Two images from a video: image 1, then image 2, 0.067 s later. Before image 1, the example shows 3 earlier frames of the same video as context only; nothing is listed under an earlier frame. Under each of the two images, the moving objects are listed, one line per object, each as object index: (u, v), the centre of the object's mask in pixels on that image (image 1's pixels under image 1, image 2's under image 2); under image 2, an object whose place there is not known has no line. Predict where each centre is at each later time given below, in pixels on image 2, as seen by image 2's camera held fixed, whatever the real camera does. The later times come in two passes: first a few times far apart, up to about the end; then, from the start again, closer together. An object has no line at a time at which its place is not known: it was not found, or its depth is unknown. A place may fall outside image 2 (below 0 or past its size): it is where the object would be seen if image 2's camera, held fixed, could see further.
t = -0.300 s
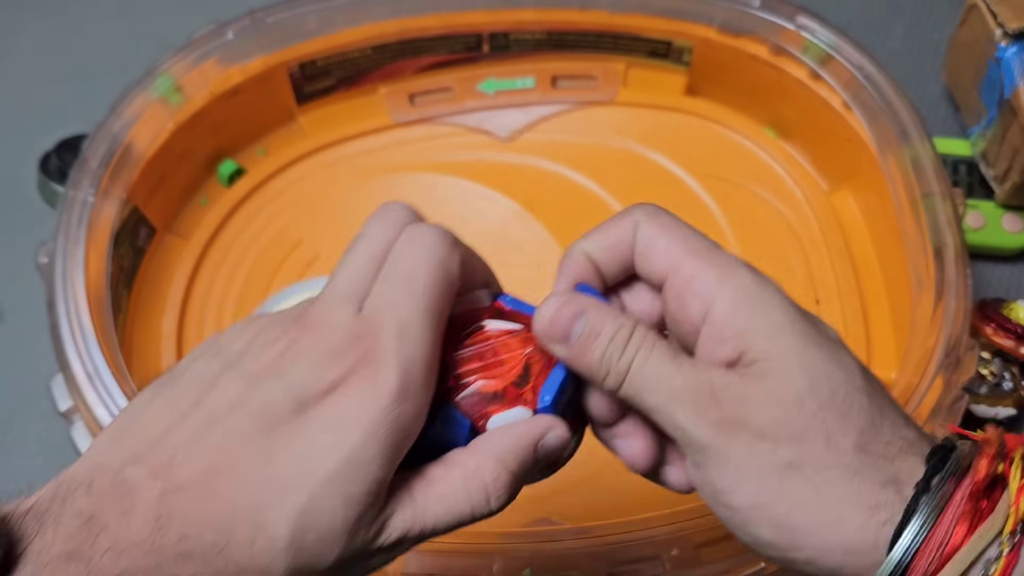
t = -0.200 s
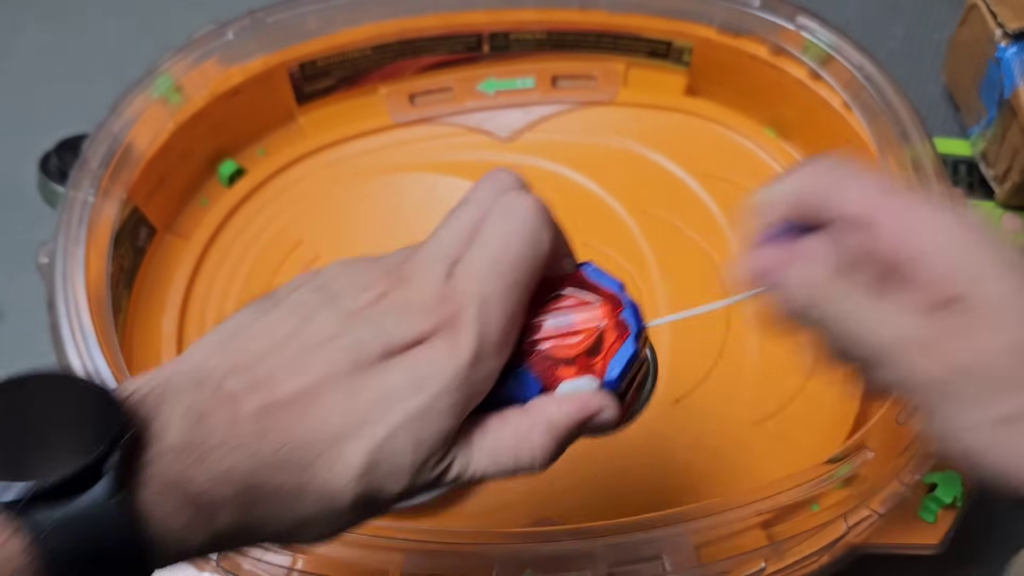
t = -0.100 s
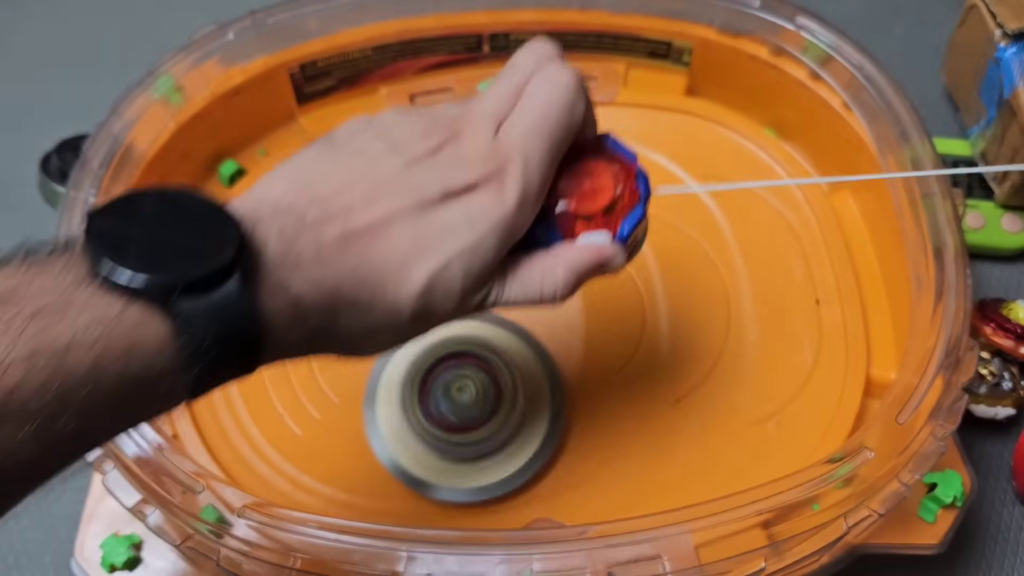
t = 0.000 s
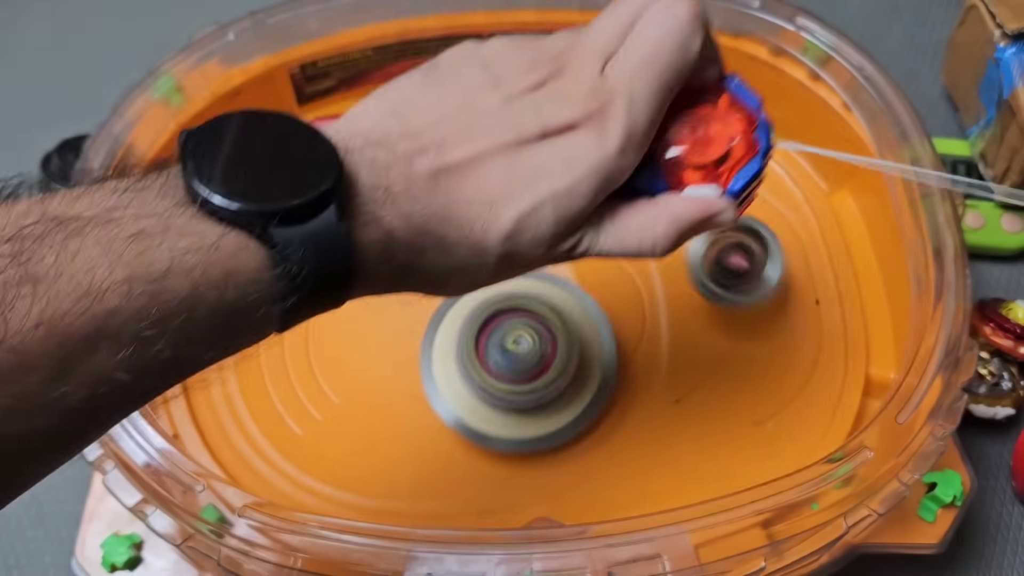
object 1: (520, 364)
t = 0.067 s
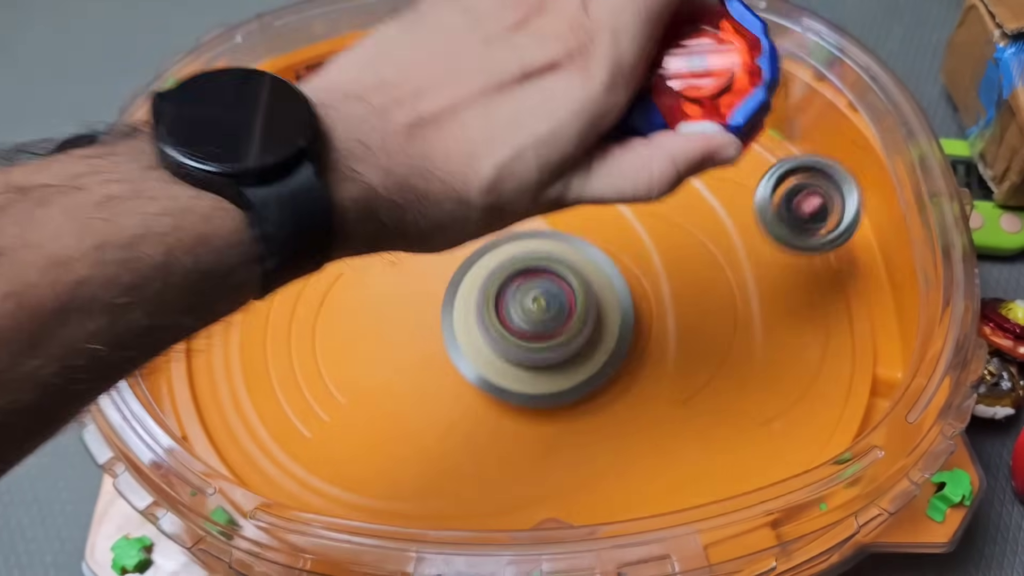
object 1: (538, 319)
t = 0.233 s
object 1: (498, 237)
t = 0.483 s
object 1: (357, 254)
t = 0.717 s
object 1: (346, 392)
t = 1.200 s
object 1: (536, 342)
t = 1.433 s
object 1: (422, 260)
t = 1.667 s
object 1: (311, 341)
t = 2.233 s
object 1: (479, 380)
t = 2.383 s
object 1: (442, 304)
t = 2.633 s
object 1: (313, 292)
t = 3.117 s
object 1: (404, 405)
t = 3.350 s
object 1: (450, 306)
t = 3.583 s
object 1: (389, 225)
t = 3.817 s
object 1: (305, 274)
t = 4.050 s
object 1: (381, 344)
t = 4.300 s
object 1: (461, 281)
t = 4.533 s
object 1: (392, 228)
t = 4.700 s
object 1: (363, 287)
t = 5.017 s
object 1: (486, 334)
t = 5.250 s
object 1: (509, 252)
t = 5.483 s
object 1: (418, 248)
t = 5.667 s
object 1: (394, 327)
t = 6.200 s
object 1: (518, 303)
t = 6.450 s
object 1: (412, 297)
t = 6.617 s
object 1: (376, 359)
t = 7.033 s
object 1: (490, 389)
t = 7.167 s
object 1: (478, 334)
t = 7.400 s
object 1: (382, 308)
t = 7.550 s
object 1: (334, 349)
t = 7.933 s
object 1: (430, 390)
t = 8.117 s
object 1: (435, 321)
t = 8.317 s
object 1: (369, 277)
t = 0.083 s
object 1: (538, 309)
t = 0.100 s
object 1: (539, 300)
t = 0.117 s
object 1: (537, 290)
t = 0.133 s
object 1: (533, 281)
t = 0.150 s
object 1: (530, 271)
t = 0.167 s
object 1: (526, 263)
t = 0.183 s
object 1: (520, 256)
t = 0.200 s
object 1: (514, 249)
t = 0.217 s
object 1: (506, 242)
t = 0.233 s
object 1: (498, 237)
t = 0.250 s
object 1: (489, 231)
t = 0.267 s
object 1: (479, 226)
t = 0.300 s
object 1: (460, 219)
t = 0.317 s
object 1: (451, 217)
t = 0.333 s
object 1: (442, 218)
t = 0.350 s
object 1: (431, 218)
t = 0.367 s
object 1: (420, 219)
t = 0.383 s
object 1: (410, 222)
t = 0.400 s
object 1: (401, 225)
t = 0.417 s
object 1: (391, 229)
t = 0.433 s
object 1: (382, 235)
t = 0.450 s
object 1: (373, 241)
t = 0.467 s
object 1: (364, 248)
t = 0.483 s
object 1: (357, 254)
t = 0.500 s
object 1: (349, 262)
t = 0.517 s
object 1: (344, 271)
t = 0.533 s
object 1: (340, 281)
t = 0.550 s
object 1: (334, 291)
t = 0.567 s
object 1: (330, 301)
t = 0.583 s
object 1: (326, 313)
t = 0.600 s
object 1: (324, 323)
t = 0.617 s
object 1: (323, 333)
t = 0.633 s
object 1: (325, 343)
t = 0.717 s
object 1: (346, 392)
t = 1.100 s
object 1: (531, 400)
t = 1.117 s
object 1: (534, 392)
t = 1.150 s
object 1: (537, 373)
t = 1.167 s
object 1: (538, 363)
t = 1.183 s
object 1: (537, 352)
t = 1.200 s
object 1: (536, 342)
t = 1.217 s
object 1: (534, 332)
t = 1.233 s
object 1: (530, 322)
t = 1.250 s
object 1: (526, 313)
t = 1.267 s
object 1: (520, 303)
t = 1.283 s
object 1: (512, 295)
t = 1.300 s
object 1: (505, 288)
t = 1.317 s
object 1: (496, 281)
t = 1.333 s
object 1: (488, 276)
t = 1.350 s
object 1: (477, 271)
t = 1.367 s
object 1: (466, 267)
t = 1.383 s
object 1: (456, 264)
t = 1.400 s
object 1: (444, 262)
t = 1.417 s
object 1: (433, 261)
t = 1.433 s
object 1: (422, 260)
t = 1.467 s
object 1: (400, 264)
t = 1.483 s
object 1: (389, 266)
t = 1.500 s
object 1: (378, 270)
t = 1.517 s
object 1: (368, 275)
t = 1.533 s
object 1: (358, 280)
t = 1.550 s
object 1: (349, 287)
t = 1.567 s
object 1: (341, 293)
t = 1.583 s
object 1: (332, 300)
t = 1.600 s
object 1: (326, 308)
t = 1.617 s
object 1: (321, 316)
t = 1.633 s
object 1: (317, 324)
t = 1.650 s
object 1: (314, 332)
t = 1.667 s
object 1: (311, 341)
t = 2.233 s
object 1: (479, 380)
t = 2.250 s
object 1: (479, 370)
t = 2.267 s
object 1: (477, 361)
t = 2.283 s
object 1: (475, 352)
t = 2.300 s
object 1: (471, 342)
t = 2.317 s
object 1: (467, 334)
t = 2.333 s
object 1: (462, 326)
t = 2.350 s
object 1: (456, 318)
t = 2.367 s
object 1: (450, 311)
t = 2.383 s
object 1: (442, 304)
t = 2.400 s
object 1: (435, 298)
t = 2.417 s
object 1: (426, 292)
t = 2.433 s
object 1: (417, 288)
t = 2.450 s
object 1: (409, 284)
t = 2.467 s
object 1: (399, 280)
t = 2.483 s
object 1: (391, 279)
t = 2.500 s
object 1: (381, 277)
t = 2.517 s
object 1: (372, 277)
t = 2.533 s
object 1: (363, 278)
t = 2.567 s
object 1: (345, 280)
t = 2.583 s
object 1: (336, 282)
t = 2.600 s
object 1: (327, 286)
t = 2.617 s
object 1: (320, 288)
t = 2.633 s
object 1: (313, 292)
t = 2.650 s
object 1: (307, 297)
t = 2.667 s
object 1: (301, 303)
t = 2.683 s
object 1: (294, 309)
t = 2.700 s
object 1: (290, 314)
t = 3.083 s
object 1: (388, 414)
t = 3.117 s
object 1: (404, 405)
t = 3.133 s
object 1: (412, 399)
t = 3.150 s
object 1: (418, 393)
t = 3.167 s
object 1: (423, 387)
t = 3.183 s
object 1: (429, 379)
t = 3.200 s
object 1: (433, 372)
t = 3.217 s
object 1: (437, 364)
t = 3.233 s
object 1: (440, 356)
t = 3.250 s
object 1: (443, 348)
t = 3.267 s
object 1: (445, 340)
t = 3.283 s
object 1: (447, 333)
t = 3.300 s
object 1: (448, 325)
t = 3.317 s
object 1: (448, 318)
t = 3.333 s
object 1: (450, 312)
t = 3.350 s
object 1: (450, 306)
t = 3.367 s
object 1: (451, 300)
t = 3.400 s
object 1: (448, 286)
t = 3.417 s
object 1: (445, 278)
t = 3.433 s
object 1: (441, 272)
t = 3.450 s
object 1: (438, 265)
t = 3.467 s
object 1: (433, 258)
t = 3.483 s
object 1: (429, 252)
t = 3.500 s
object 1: (423, 246)
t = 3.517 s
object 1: (417, 240)
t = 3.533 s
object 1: (410, 234)
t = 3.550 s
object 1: (403, 231)
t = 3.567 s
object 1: (396, 227)
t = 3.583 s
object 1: (389, 225)
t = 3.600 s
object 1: (382, 223)
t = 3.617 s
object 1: (374, 222)
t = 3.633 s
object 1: (368, 222)
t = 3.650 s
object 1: (360, 223)
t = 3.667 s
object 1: (353, 225)
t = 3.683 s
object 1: (346, 226)
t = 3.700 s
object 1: (338, 230)
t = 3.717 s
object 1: (332, 234)
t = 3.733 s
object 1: (324, 238)
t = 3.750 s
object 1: (319, 244)
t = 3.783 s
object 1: (310, 257)
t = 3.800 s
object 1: (307, 264)
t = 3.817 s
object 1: (305, 274)
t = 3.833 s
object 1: (304, 281)
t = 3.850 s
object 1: (305, 289)
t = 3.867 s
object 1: (308, 297)
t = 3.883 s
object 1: (310, 305)
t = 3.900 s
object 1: (314, 313)
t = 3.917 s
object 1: (319, 318)
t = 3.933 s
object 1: (325, 323)
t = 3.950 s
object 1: (332, 329)
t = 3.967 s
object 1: (340, 334)
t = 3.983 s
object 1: (348, 338)
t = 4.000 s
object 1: (356, 341)
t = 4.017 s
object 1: (365, 343)
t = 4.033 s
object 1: (372, 344)
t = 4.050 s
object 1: (381, 344)
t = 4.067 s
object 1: (389, 343)
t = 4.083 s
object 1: (397, 342)
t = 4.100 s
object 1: (405, 340)
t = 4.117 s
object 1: (412, 338)
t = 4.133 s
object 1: (420, 335)
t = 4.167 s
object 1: (432, 327)
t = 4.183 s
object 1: (437, 322)
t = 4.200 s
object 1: (443, 318)
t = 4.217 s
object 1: (447, 312)
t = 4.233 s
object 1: (451, 306)
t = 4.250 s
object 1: (455, 300)
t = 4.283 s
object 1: (460, 288)
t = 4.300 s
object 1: (461, 281)
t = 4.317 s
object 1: (463, 274)
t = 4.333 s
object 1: (462, 267)
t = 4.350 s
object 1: (461, 260)
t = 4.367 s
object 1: (459, 253)
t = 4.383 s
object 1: (457, 247)
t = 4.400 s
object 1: (453, 240)
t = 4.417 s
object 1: (447, 237)
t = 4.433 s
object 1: (437, 232)
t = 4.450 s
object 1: (428, 229)
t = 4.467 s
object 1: (421, 226)
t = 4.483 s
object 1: (413, 225)
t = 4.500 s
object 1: (406, 225)
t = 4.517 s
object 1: (398, 225)
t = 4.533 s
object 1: (392, 228)
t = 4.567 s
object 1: (380, 235)
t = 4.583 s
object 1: (375, 239)
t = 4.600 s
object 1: (371, 245)
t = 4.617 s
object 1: (367, 251)
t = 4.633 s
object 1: (364, 258)
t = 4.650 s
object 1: (363, 265)
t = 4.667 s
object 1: (362, 272)
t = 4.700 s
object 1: (363, 287)
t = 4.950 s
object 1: (456, 336)
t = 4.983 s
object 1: (472, 338)
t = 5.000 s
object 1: (479, 337)
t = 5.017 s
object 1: (486, 334)
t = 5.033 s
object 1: (491, 331)
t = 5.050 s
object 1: (497, 326)
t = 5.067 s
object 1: (501, 321)
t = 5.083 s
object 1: (506, 315)
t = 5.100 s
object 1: (509, 309)
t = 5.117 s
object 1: (513, 303)
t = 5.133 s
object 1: (515, 296)
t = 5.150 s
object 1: (517, 290)
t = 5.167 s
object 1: (517, 282)
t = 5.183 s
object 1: (518, 276)
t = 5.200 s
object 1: (517, 269)
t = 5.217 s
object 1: (515, 264)
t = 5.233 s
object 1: (512, 257)
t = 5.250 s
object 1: (509, 252)
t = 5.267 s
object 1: (505, 246)
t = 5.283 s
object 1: (499, 242)
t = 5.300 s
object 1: (494, 237)
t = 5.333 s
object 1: (482, 232)
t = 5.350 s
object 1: (475, 230)
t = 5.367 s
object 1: (468, 230)
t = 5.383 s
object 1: (460, 230)
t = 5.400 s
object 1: (453, 231)
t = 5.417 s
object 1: (445, 232)
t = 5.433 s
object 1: (438, 235)
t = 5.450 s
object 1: (431, 239)
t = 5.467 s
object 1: (424, 243)
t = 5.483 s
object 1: (418, 248)
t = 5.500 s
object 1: (412, 253)
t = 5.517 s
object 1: (408, 259)
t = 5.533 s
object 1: (403, 266)
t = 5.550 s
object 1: (401, 273)
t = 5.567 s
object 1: (397, 280)
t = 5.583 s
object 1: (396, 288)
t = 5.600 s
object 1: (394, 295)
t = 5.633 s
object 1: (392, 311)
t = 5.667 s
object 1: (394, 327)
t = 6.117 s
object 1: (531, 335)
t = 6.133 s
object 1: (530, 329)
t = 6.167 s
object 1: (526, 315)
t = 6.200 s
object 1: (518, 303)
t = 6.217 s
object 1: (514, 298)
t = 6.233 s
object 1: (507, 293)
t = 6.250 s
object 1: (501, 289)
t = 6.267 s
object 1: (494, 285)
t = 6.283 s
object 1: (487, 283)
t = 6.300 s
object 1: (479, 281)
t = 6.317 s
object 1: (472, 280)
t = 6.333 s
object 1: (463, 279)
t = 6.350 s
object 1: (456, 281)
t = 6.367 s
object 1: (448, 281)
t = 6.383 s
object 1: (441, 284)
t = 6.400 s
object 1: (433, 286)
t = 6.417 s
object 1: (425, 289)
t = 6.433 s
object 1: (418, 293)
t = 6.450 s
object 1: (412, 297)
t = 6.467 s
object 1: (406, 301)
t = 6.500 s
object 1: (397, 312)
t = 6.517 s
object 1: (392, 318)
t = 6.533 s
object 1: (388, 325)
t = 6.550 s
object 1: (384, 331)
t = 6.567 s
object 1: (381, 339)
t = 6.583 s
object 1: (379, 346)
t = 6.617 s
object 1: (376, 359)
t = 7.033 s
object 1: (490, 389)
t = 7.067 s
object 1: (491, 375)
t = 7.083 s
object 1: (491, 368)
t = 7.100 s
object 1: (490, 361)
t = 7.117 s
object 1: (488, 354)
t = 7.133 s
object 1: (485, 347)
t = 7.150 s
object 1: (482, 340)
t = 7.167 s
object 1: (478, 334)
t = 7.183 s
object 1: (474, 328)
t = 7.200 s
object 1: (468, 323)
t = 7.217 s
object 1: (462, 318)
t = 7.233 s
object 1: (455, 314)
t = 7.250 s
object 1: (449, 311)
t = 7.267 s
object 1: (442, 308)
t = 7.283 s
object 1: (435, 306)
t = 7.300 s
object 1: (427, 304)
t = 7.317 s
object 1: (421, 304)
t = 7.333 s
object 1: (412, 303)
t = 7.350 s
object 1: (405, 304)
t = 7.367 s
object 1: (397, 304)
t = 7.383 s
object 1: (390, 306)
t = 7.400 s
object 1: (382, 308)
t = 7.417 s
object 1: (376, 311)
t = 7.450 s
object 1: (363, 318)
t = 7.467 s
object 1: (357, 321)
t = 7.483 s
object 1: (351, 326)
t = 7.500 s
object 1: (346, 330)
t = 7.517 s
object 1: (341, 336)
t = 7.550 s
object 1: (334, 349)
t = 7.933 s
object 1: (430, 390)
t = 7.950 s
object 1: (433, 385)
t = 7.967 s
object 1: (437, 378)
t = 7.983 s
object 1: (439, 373)
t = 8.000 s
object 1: (441, 366)
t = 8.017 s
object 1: (442, 360)
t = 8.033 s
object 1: (443, 353)
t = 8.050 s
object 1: (442, 346)
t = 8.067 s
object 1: (442, 339)
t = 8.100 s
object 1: (439, 327)
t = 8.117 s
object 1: (435, 321)
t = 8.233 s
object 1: (404, 286)
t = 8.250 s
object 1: (397, 283)
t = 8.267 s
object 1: (391, 280)
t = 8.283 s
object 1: (383, 278)
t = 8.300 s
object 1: (377, 277)
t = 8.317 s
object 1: (369, 277)
